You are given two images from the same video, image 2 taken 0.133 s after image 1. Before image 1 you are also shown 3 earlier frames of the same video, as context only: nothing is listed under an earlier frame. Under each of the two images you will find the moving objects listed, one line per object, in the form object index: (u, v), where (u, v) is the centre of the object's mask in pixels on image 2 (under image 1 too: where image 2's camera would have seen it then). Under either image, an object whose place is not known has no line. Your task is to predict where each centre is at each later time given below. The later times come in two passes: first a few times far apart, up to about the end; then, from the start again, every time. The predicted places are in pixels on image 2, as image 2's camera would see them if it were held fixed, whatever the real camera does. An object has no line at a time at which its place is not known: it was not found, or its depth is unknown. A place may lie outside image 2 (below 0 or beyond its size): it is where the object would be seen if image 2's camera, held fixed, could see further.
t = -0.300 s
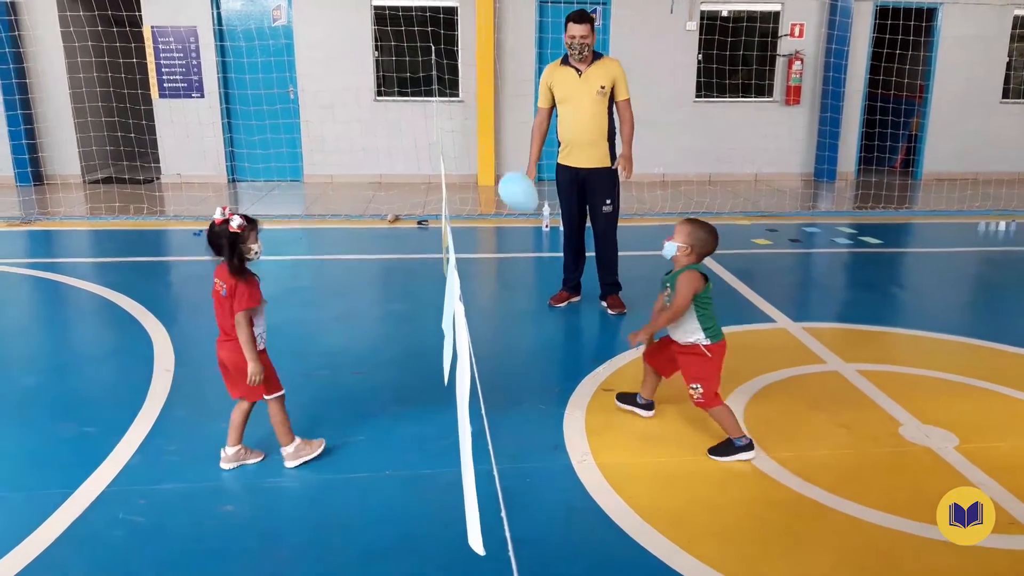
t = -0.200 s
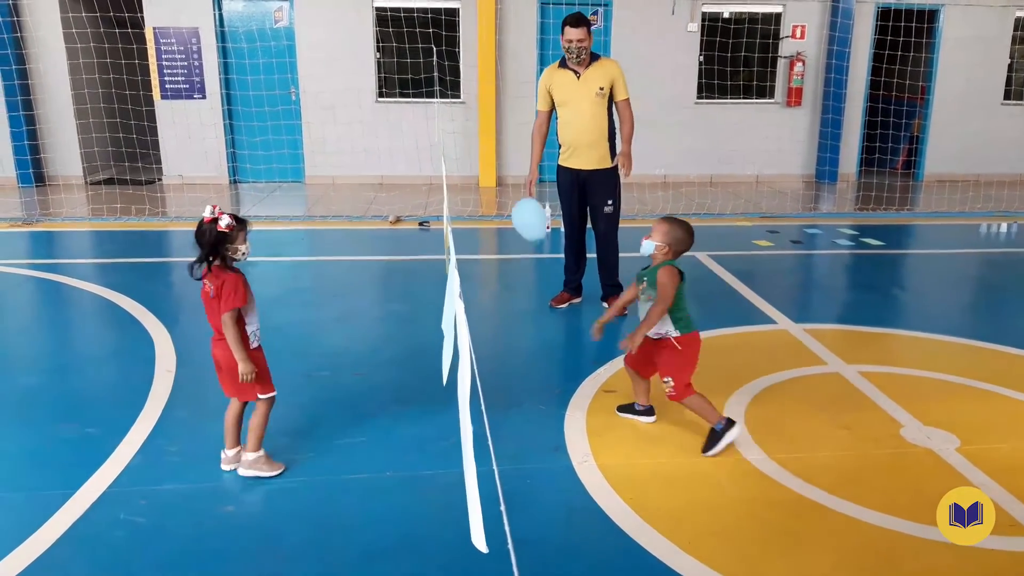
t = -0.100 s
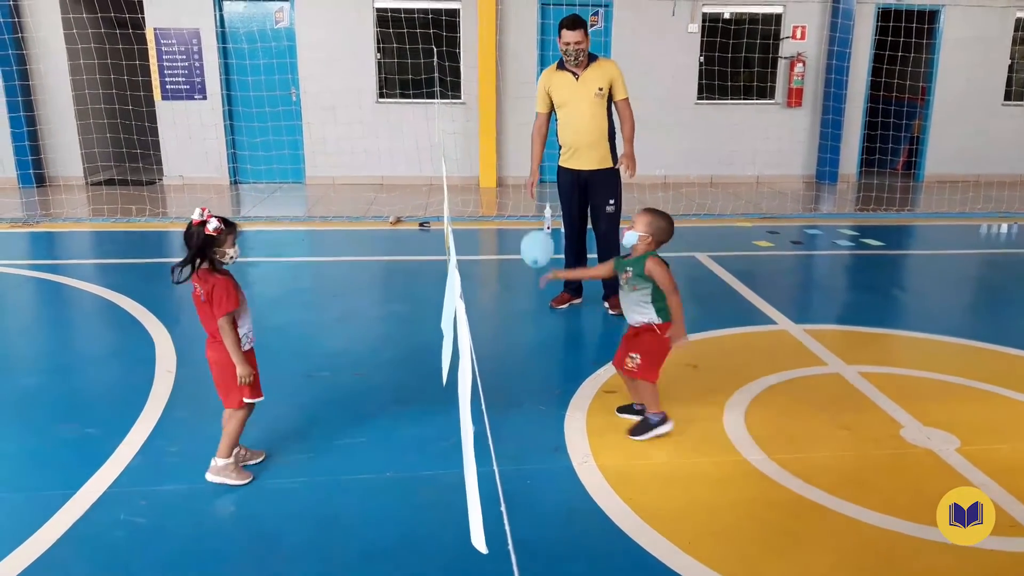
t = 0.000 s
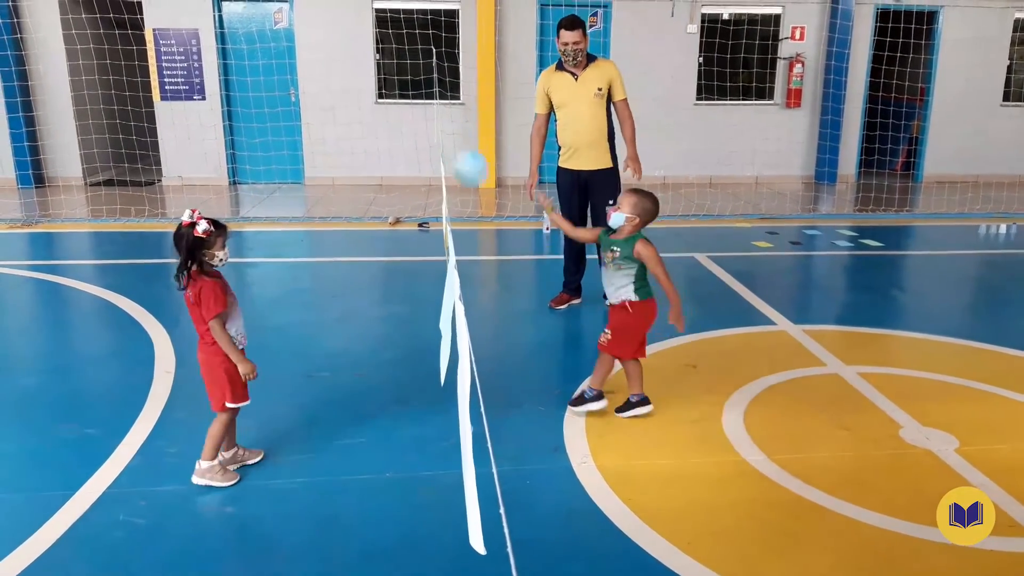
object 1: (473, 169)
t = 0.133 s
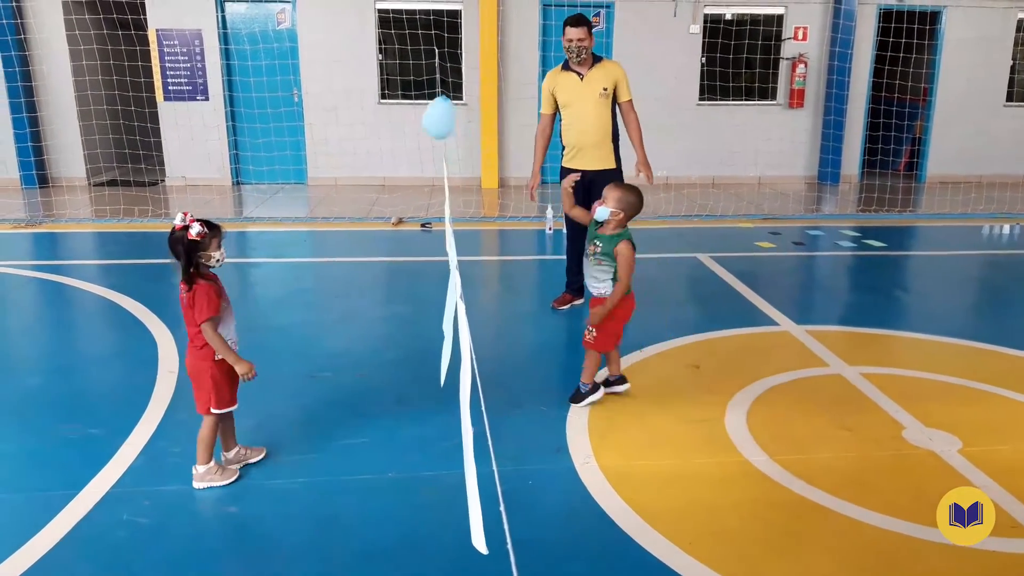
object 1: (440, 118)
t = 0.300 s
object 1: (411, 120)
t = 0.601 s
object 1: (377, 170)
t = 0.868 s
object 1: (365, 245)
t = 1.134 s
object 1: (353, 323)
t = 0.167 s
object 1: (433, 116)
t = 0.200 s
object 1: (426, 114)
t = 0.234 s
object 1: (421, 116)
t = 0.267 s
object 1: (416, 118)
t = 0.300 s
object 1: (411, 120)
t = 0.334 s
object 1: (407, 122)
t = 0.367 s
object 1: (401, 126)
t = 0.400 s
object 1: (397, 131)
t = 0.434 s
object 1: (393, 136)
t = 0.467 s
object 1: (390, 143)
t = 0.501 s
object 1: (386, 150)
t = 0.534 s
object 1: (382, 156)
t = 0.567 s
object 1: (380, 162)
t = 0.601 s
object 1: (377, 170)
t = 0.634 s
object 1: (377, 179)
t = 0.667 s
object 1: (376, 186)
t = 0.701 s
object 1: (373, 196)
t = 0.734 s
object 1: (371, 204)
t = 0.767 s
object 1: (370, 214)
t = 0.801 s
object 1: (369, 224)
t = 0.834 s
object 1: (367, 234)
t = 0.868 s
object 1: (365, 245)
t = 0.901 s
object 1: (364, 255)
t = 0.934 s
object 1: (361, 266)
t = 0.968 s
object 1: (359, 277)
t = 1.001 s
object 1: (358, 286)
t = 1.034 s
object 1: (356, 296)
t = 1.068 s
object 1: (355, 306)
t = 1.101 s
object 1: (354, 314)
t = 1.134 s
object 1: (353, 323)
